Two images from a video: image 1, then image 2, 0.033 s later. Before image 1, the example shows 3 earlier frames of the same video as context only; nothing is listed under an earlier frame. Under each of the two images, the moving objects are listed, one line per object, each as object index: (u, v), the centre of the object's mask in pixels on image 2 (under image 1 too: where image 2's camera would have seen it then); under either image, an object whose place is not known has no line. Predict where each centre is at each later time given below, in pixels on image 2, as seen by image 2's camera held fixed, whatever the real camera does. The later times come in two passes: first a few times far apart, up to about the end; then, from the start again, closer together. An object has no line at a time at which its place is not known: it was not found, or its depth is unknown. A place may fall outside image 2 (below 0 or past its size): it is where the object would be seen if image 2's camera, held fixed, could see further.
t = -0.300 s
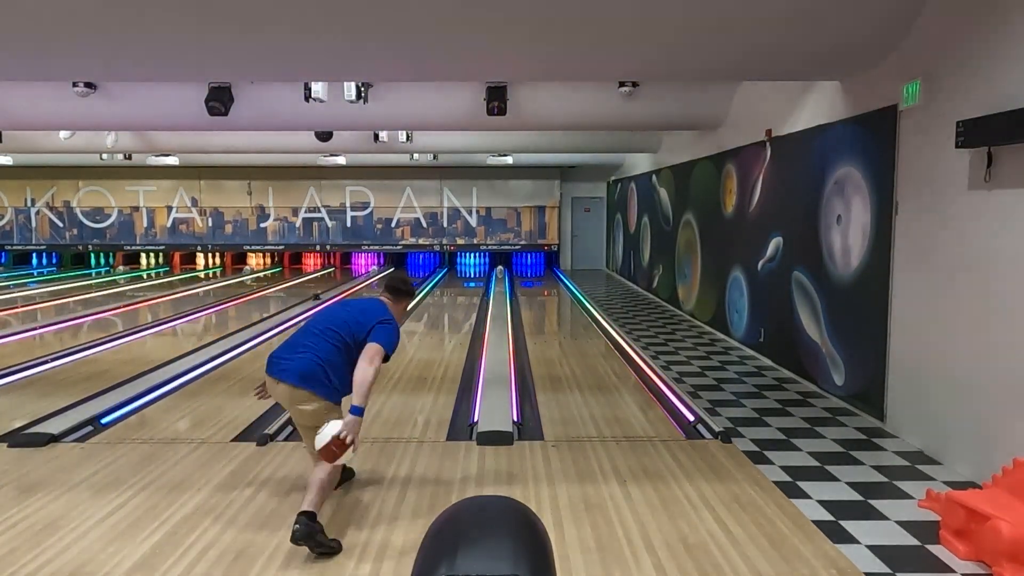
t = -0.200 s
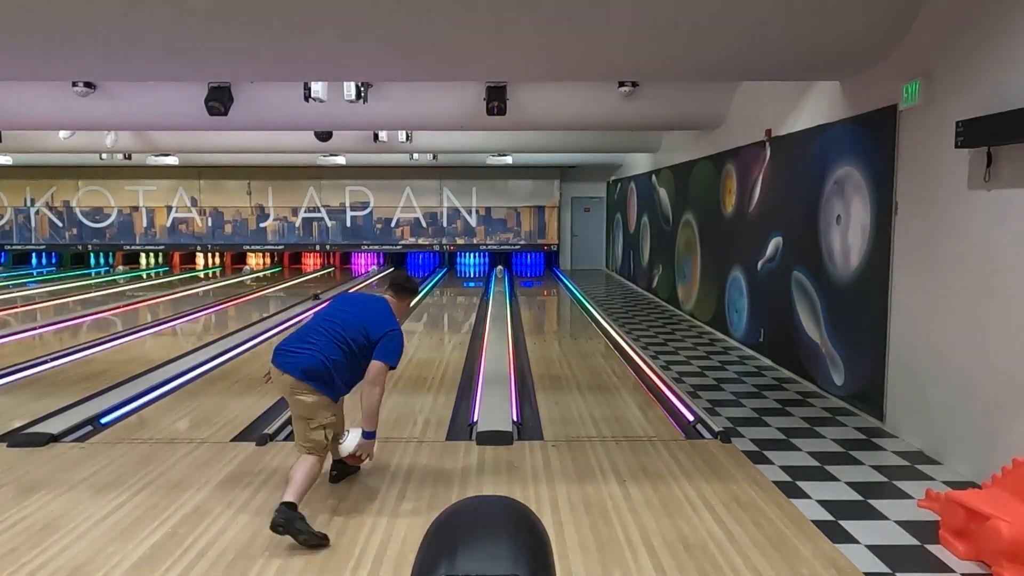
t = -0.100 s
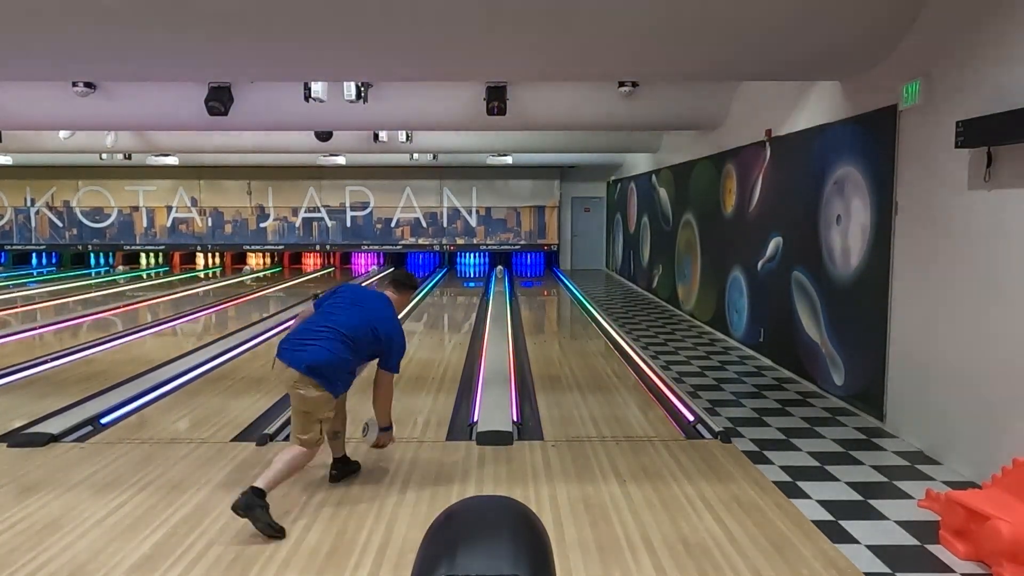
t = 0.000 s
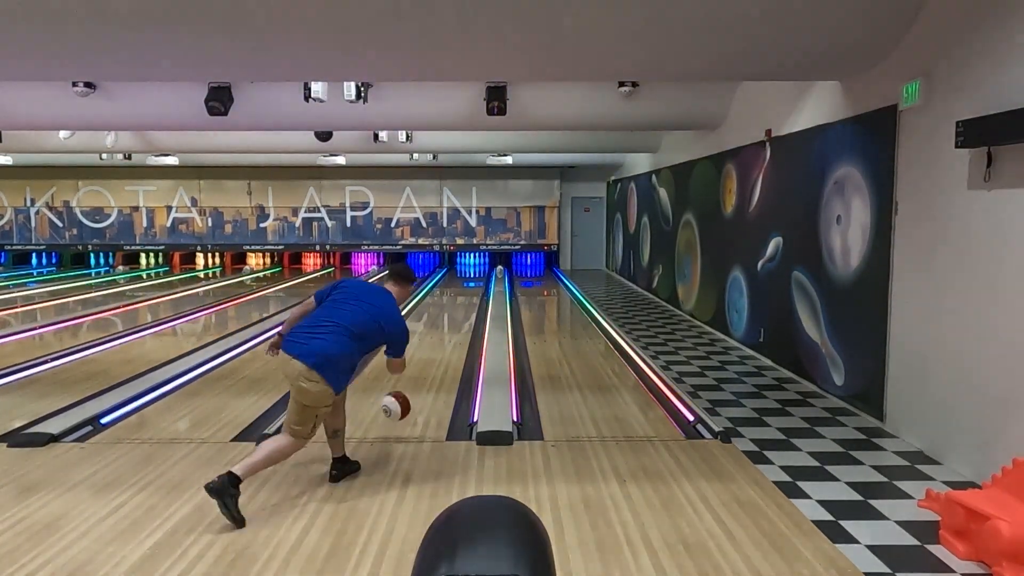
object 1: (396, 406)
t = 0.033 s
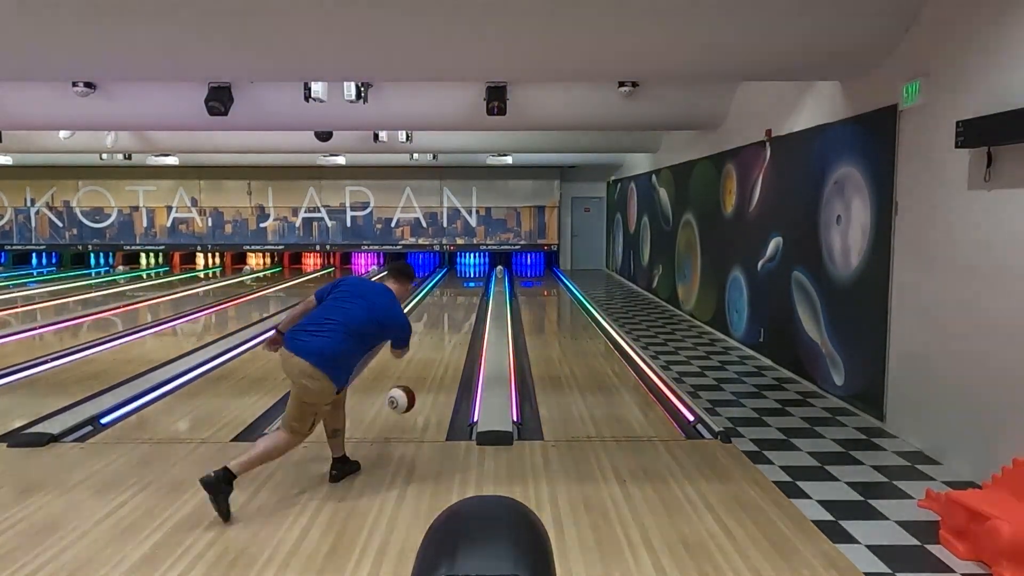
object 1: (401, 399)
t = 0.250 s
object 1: (425, 382)
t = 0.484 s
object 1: (442, 354)
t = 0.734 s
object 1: (454, 333)
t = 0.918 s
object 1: (460, 320)
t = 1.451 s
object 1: (471, 296)
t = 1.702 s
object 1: (474, 289)
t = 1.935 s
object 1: (474, 282)
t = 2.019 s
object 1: (475, 281)
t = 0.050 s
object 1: (403, 397)
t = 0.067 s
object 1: (406, 395)
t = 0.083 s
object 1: (408, 393)
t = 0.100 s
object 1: (409, 392)
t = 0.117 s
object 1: (411, 391)
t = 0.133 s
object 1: (413, 391)
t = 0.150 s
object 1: (415, 391)
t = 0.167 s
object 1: (418, 391)
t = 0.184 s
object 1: (419, 392)
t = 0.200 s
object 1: (421, 391)
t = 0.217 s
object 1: (422, 388)
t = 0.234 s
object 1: (424, 385)
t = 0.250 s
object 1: (425, 382)
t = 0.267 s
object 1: (427, 380)
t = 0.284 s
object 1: (428, 378)
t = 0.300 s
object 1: (429, 376)
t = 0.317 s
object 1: (430, 374)
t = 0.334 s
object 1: (432, 372)
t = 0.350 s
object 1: (433, 370)
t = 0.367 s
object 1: (434, 367)
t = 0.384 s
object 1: (436, 366)
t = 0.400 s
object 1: (437, 364)
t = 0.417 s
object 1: (438, 362)
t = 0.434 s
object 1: (439, 360)
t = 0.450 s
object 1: (440, 358)
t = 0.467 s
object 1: (441, 356)
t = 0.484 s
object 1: (442, 354)
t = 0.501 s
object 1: (443, 353)
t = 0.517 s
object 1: (443, 351)
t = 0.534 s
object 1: (445, 349)
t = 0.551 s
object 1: (446, 348)
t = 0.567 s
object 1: (446, 346)
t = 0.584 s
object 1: (447, 345)
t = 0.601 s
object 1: (448, 343)
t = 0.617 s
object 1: (449, 341)
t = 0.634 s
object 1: (449, 340)
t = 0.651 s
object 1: (450, 339)
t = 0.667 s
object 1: (451, 337)
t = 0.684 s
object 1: (452, 336)
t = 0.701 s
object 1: (453, 335)
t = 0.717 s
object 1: (453, 334)
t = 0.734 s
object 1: (454, 333)
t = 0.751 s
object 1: (455, 331)
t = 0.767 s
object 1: (455, 330)
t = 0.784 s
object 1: (456, 329)
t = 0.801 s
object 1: (456, 327)
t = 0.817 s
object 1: (457, 326)
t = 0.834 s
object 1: (458, 325)
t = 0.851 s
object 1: (458, 324)
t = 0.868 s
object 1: (459, 323)
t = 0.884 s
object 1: (459, 322)
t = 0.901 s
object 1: (460, 321)
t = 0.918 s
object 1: (460, 320)
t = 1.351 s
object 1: (470, 300)
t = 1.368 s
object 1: (470, 299)
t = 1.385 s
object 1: (470, 298)
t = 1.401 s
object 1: (471, 298)
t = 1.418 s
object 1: (471, 297)
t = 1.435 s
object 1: (471, 297)
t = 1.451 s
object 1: (471, 296)
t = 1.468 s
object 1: (471, 296)
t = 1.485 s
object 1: (472, 295)
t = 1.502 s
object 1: (472, 295)
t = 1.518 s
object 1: (472, 294)
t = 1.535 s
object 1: (472, 293)
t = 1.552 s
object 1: (472, 293)
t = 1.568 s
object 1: (473, 292)
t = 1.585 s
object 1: (473, 291)
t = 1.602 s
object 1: (473, 291)
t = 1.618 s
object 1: (473, 290)
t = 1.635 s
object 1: (473, 290)
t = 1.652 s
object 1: (473, 290)
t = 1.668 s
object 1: (474, 289)
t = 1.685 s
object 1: (474, 289)
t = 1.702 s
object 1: (474, 289)
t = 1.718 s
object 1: (474, 288)
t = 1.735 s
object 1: (474, 287)
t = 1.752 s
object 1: (474, 287)
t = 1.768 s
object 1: (474, 287)
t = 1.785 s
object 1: (474, 286)
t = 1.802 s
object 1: (474, 286)
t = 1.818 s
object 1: (474, 285)
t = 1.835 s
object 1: (474, 285)
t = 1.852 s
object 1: (475, 284)
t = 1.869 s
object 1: (475, 284)
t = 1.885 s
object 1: (475, 284)
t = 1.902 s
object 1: (475, 283)
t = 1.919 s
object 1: (474, 283)
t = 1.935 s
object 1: (474, 282)
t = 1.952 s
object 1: (474, 282)
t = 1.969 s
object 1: (475, 281)
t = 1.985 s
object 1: (475, 281)
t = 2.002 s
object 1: (475, 281)
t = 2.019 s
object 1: (475, 281)
